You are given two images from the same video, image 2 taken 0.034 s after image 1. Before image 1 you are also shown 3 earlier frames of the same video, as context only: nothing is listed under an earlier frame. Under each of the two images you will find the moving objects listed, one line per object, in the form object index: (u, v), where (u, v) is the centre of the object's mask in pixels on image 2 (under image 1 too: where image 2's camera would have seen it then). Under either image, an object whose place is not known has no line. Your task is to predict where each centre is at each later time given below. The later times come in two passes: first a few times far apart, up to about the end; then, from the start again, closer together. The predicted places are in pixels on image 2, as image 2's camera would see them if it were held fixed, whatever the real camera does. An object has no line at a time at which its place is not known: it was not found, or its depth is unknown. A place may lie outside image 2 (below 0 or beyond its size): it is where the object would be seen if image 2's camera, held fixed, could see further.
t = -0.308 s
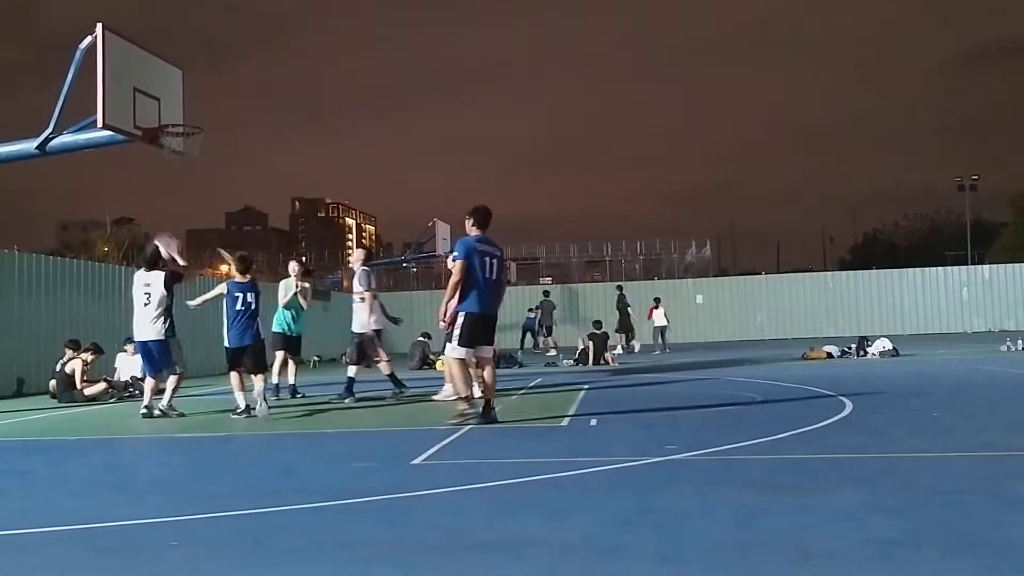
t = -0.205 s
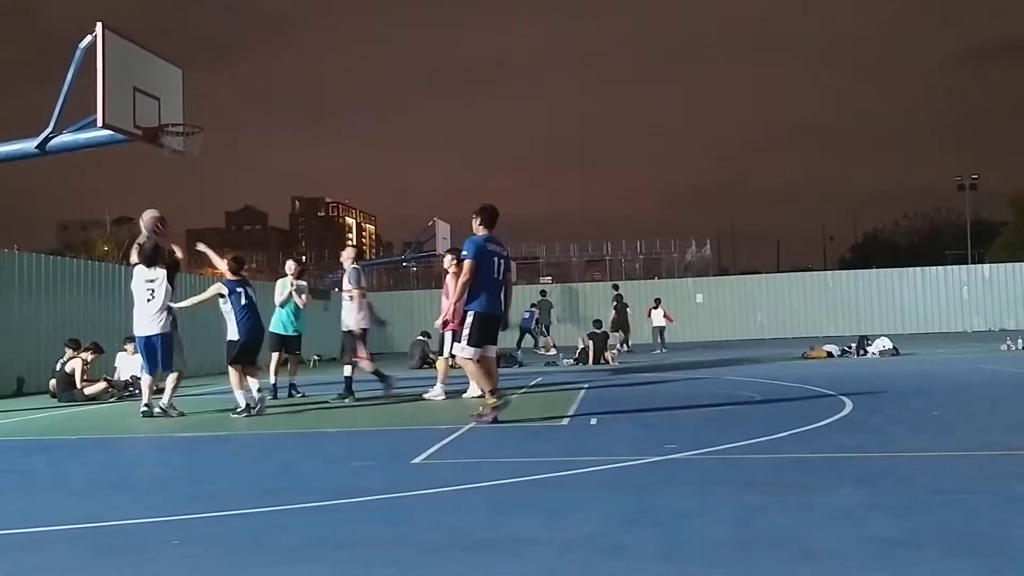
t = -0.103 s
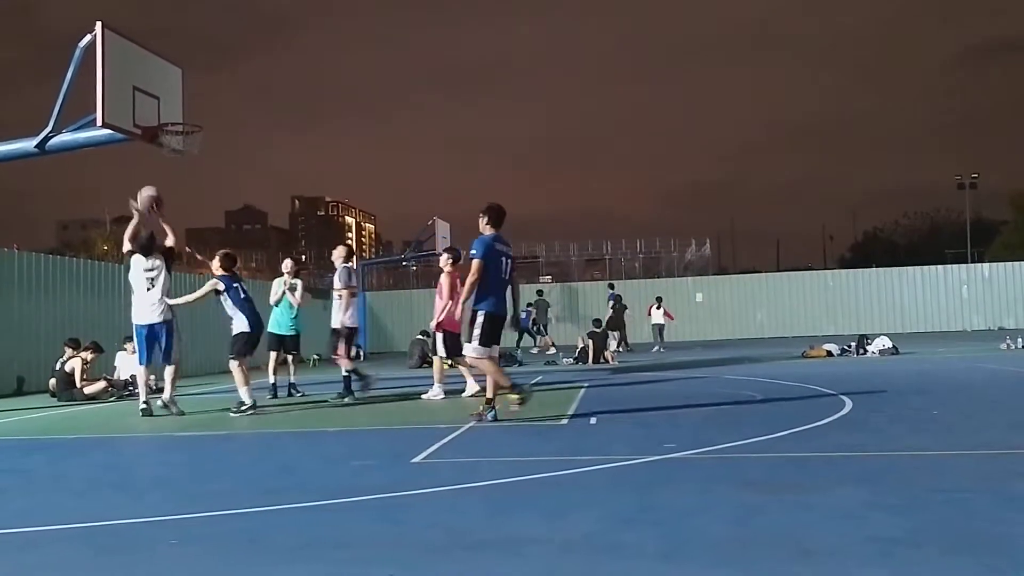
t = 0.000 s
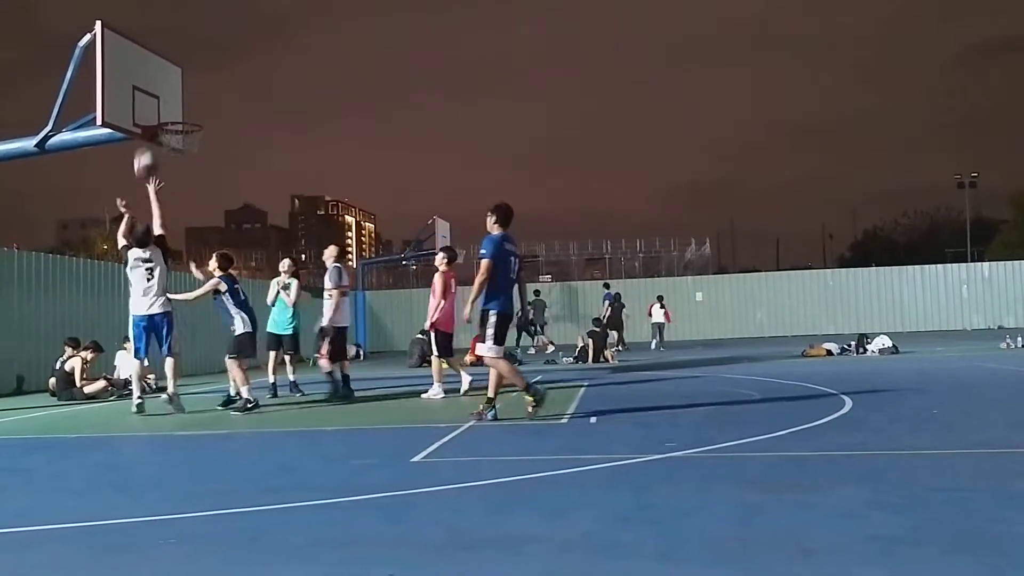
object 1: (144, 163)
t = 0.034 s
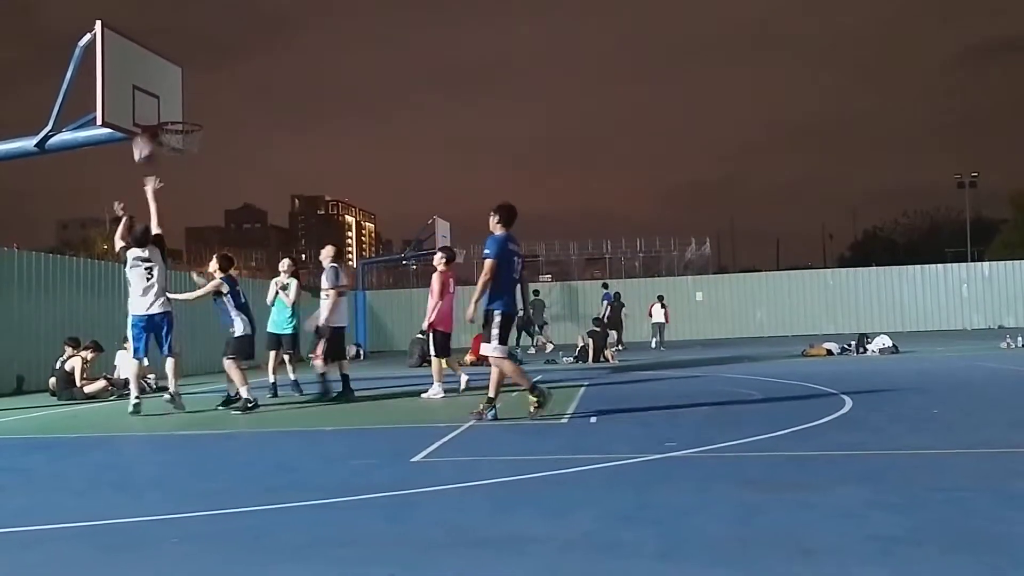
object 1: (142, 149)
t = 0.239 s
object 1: (140, 93)
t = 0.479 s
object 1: (160, 90)
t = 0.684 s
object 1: (186, 130)
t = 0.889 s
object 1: (195, 190)
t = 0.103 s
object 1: (141, 126)
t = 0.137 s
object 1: (142, 116)
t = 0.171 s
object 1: (142, 108)
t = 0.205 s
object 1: (141, 101)
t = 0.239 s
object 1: (140, 93)
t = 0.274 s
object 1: (136, 88)
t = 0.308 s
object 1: (139, 84)
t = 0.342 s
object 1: (142, 84)
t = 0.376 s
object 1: (147, 84)
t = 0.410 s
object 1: (151, 85)
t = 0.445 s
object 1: (156, 86)
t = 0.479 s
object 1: (160, 90)
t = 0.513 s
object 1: (164, 94)
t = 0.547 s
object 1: (168, 99)
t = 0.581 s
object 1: (173, 105)
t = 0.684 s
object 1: (186, 130)
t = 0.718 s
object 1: (188, 137)
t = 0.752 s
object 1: (190, 148)
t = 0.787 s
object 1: (191, 157)
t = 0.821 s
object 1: (193, 168)
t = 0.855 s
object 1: (194, 178)
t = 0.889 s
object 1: (195, 190)
